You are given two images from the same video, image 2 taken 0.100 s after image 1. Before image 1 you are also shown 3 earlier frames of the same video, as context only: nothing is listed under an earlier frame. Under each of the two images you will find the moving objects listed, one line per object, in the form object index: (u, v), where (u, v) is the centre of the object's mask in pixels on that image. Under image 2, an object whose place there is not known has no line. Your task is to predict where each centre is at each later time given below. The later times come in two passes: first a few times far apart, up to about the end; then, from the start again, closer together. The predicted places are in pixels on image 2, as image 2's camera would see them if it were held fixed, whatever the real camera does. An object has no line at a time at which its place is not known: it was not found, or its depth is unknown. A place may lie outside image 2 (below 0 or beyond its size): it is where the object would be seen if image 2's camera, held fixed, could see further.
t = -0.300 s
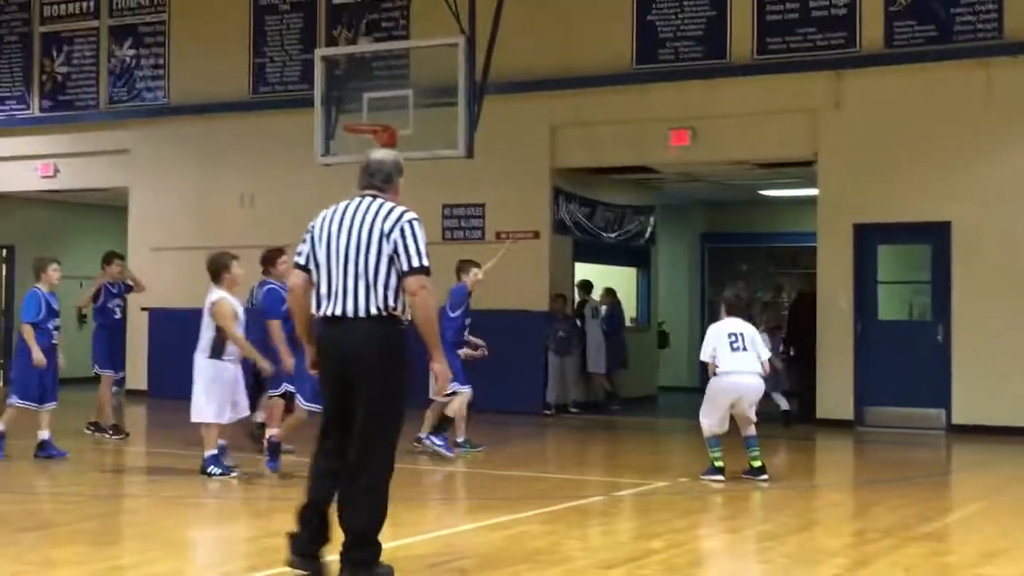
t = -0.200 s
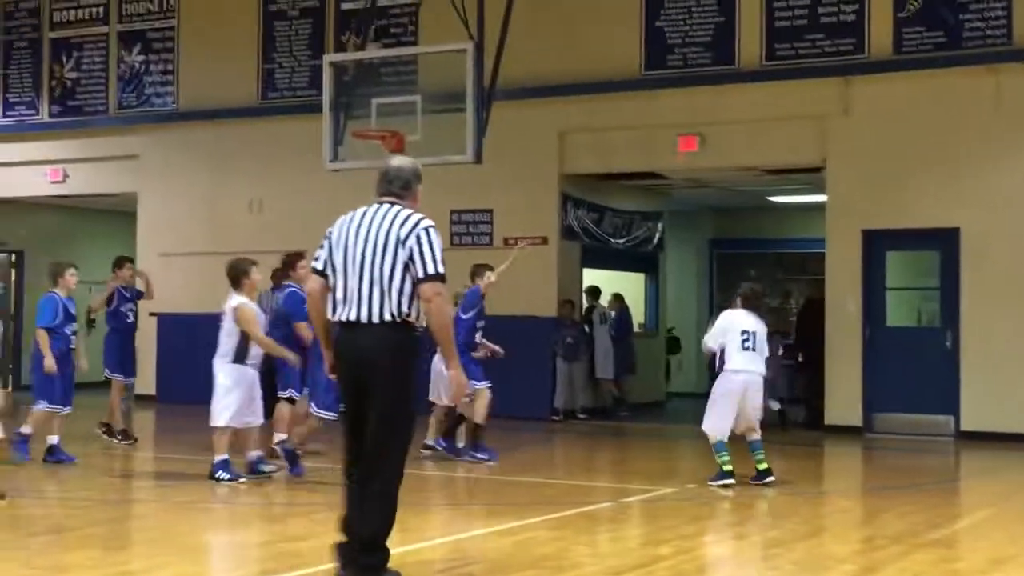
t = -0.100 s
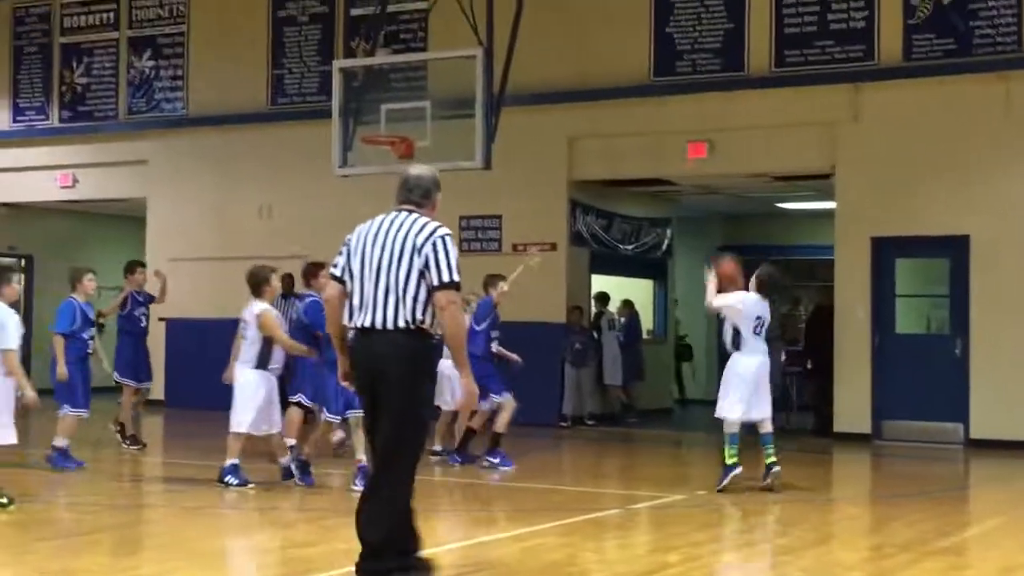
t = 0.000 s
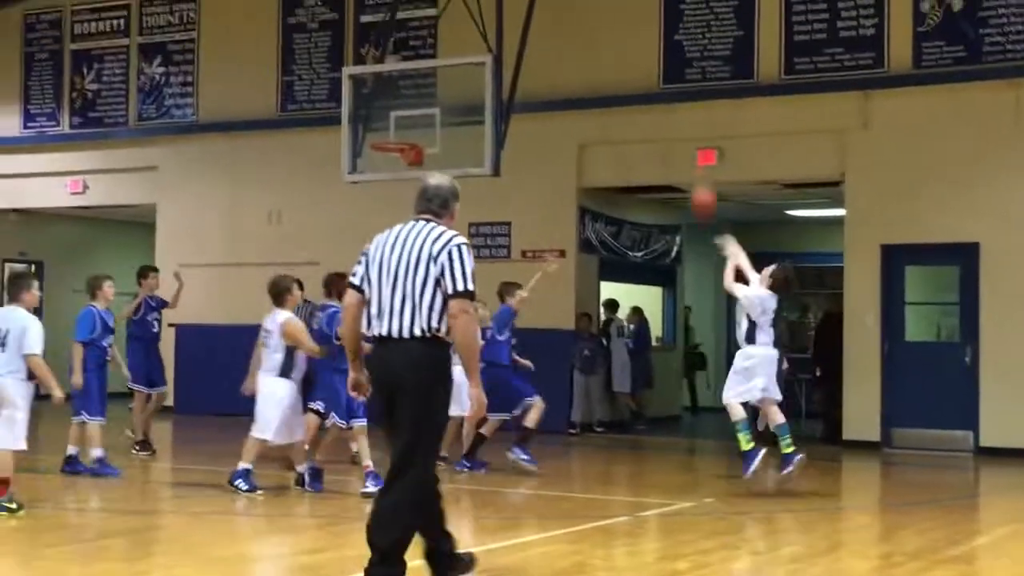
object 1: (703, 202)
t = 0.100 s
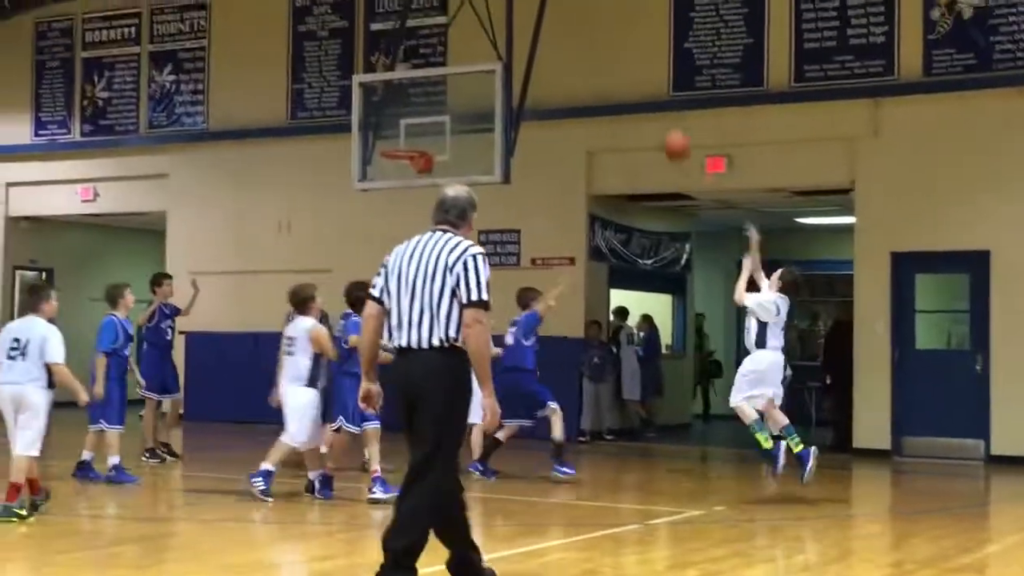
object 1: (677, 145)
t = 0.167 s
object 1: (653, 112)
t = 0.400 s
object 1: (580, 44)
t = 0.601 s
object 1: (525, 37)
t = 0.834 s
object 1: (467, 79)
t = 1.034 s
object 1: (413, 130)
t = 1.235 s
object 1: (414, 175)
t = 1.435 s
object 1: (421, 171)
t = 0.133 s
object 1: (663, 128)
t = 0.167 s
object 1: (653, 112)
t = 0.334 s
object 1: (600, 57)
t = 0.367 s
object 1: (591, 51)
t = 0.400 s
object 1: (580, 44)
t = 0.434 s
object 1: (570, 40)
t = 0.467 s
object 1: (561, 37)
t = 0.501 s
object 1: (551, 35)
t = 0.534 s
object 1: (542, 35)
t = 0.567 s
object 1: (534, 36)
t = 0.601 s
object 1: (525, 37)
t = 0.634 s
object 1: (516, 40)
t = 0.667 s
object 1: (508, 45)
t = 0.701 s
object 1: (500, 49)
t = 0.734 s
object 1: (491, 55)
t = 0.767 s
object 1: (484, 61)
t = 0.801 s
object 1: (476, 69)
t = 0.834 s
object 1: (467, 79)
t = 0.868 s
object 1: (460, 88)
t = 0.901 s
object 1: (453, 98)
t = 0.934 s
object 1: (445, 104)
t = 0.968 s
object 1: (433, 114)
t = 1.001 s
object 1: (425, 120)
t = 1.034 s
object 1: (413, 130)
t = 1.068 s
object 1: (404, 138)
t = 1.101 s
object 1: (393, 152)
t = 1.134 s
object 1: (395, 158)
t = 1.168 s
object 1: (402, 166)
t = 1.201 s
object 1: (409, 174)
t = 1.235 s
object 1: (414, 175)
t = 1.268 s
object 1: (418, 175)
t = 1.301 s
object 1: (421, 170)
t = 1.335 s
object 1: (421, 170)
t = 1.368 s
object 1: (421, 170)
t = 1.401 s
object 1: (422, 170)
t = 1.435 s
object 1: (421, 171)
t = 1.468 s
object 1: (421, 171)
